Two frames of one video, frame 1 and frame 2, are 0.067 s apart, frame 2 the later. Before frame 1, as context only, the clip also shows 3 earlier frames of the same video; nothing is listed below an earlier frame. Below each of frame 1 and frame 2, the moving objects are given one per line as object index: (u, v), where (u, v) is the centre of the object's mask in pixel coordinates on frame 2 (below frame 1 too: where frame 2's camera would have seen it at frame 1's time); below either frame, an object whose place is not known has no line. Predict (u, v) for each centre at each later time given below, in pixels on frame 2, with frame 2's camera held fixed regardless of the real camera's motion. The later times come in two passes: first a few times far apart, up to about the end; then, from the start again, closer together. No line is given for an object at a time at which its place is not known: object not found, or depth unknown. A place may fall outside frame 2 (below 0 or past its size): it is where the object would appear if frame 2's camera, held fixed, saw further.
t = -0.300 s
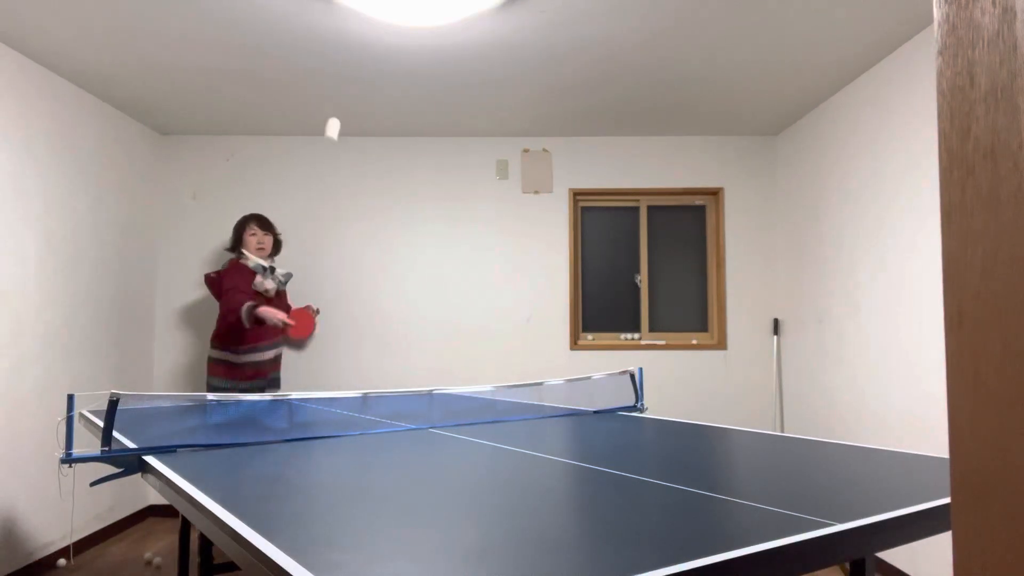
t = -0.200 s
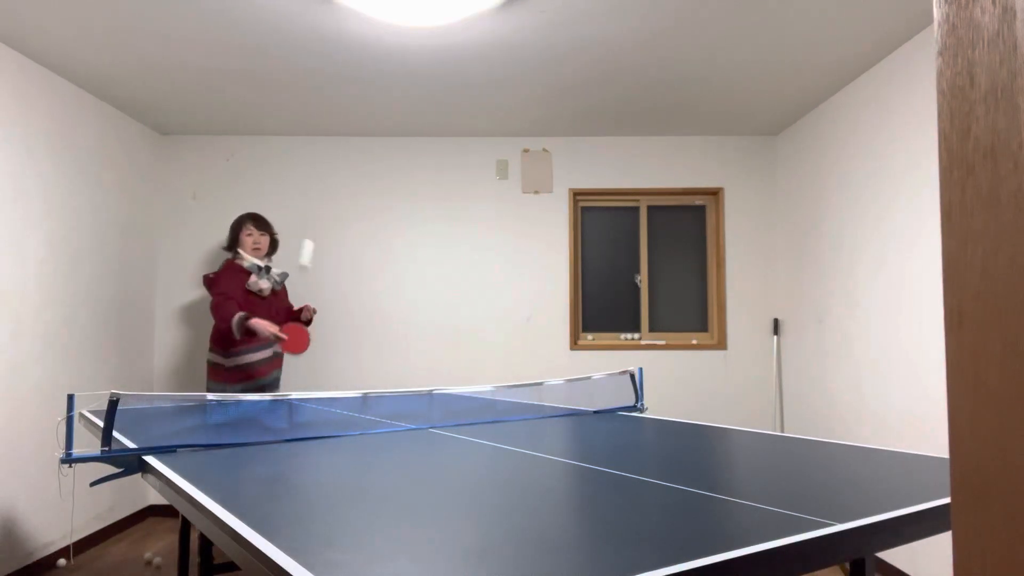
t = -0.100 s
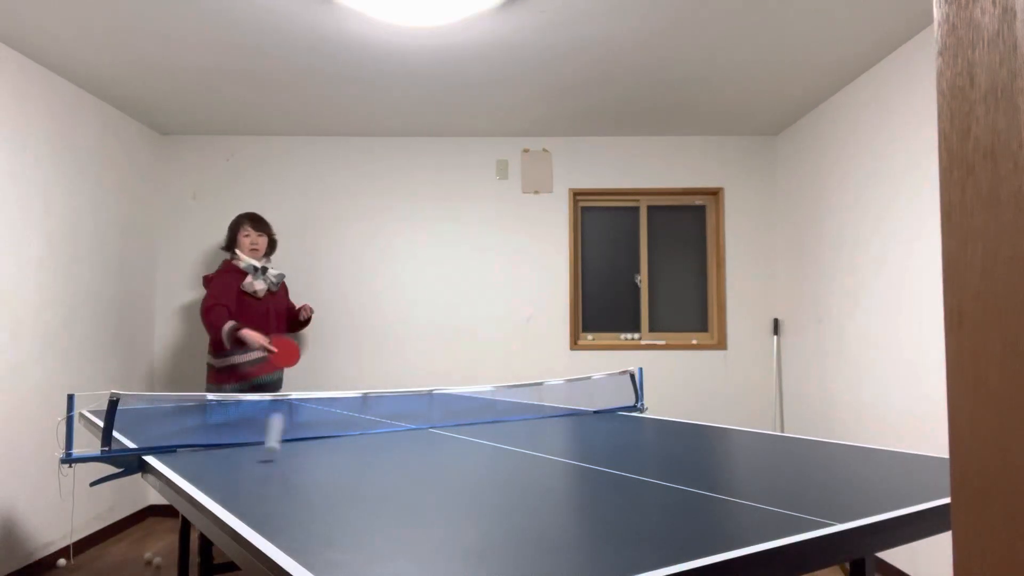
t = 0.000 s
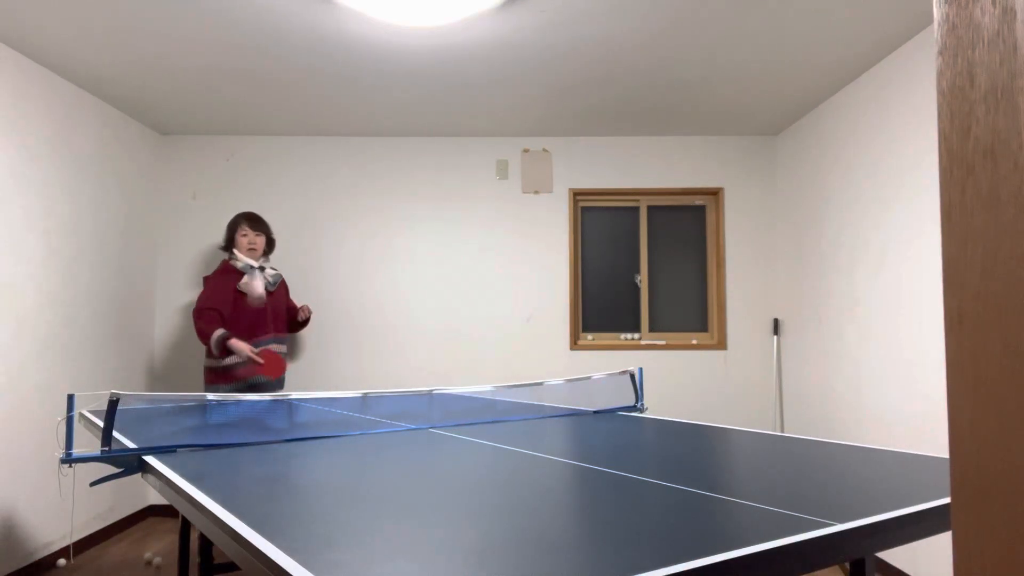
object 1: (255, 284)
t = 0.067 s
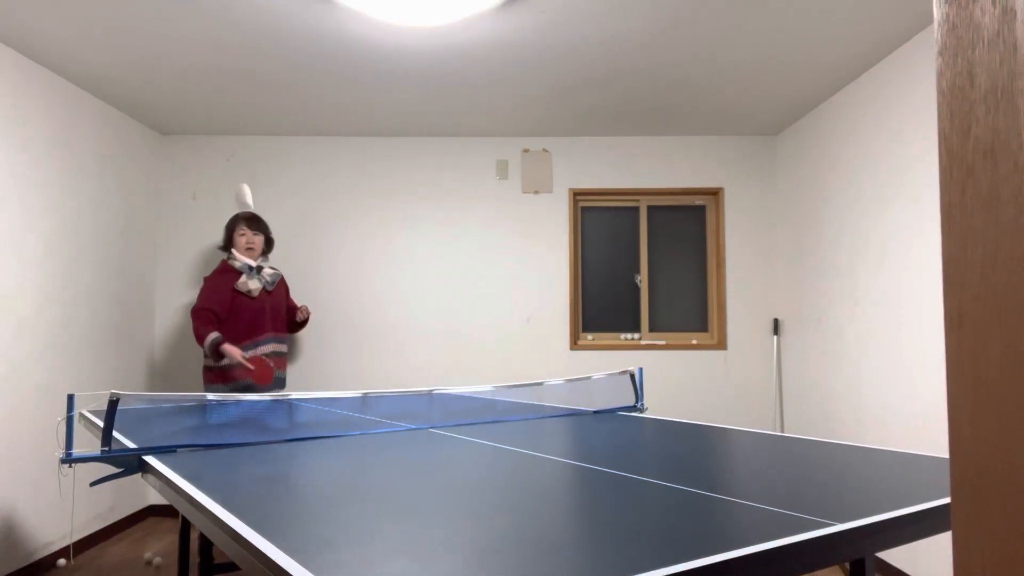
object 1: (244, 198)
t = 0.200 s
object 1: (217, 86)
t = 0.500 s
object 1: (153, 113)
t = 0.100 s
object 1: (237, 162)
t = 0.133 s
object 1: (231, 132)
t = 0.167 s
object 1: (227, 104)
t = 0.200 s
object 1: (217, 86)
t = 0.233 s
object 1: (209, 70)
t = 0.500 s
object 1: (153, 113)
